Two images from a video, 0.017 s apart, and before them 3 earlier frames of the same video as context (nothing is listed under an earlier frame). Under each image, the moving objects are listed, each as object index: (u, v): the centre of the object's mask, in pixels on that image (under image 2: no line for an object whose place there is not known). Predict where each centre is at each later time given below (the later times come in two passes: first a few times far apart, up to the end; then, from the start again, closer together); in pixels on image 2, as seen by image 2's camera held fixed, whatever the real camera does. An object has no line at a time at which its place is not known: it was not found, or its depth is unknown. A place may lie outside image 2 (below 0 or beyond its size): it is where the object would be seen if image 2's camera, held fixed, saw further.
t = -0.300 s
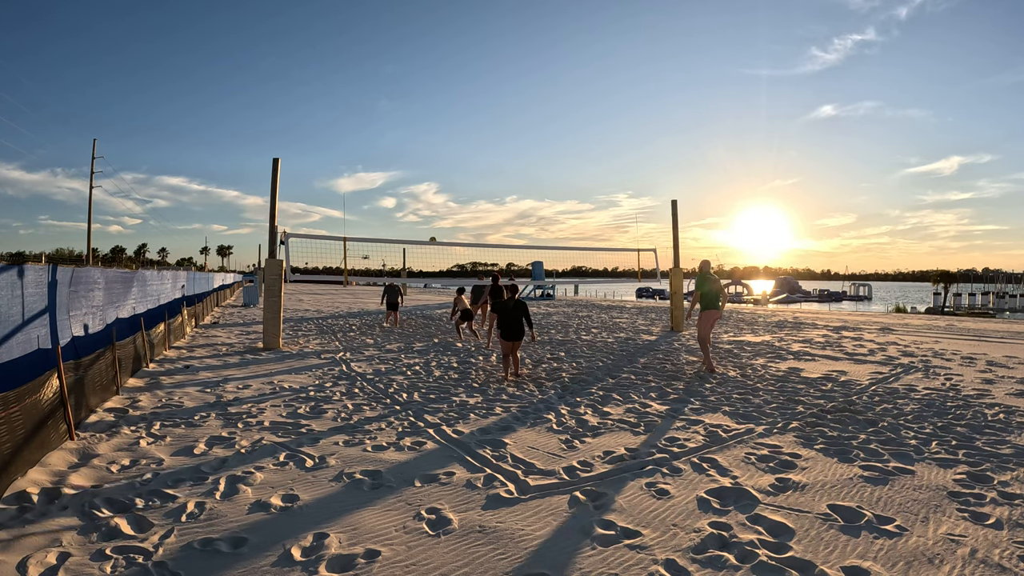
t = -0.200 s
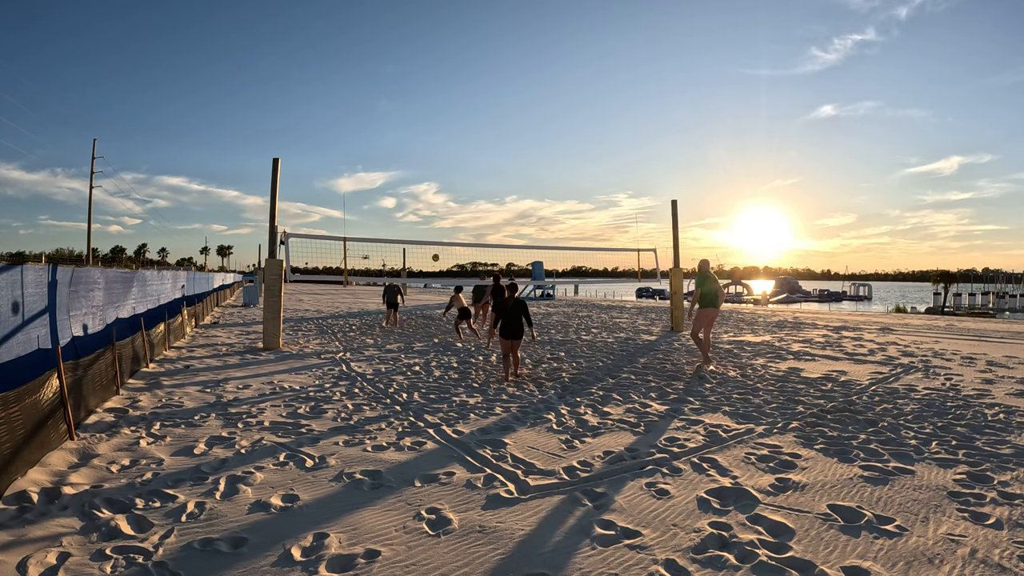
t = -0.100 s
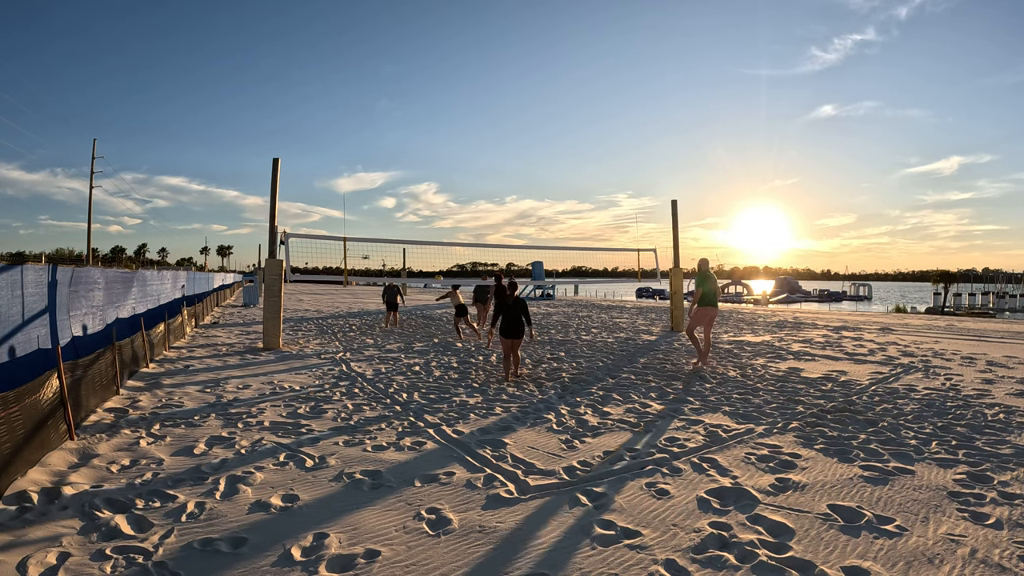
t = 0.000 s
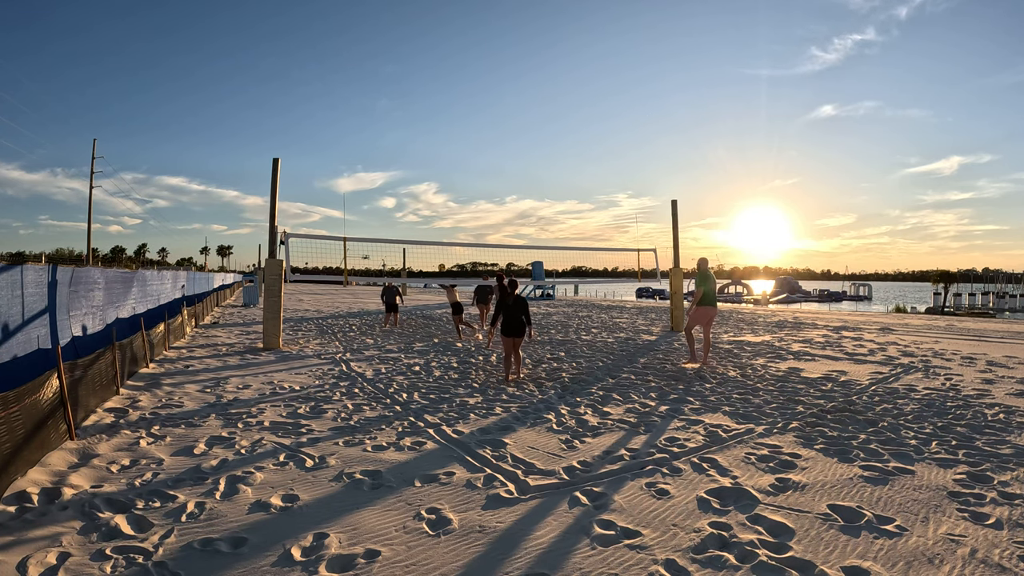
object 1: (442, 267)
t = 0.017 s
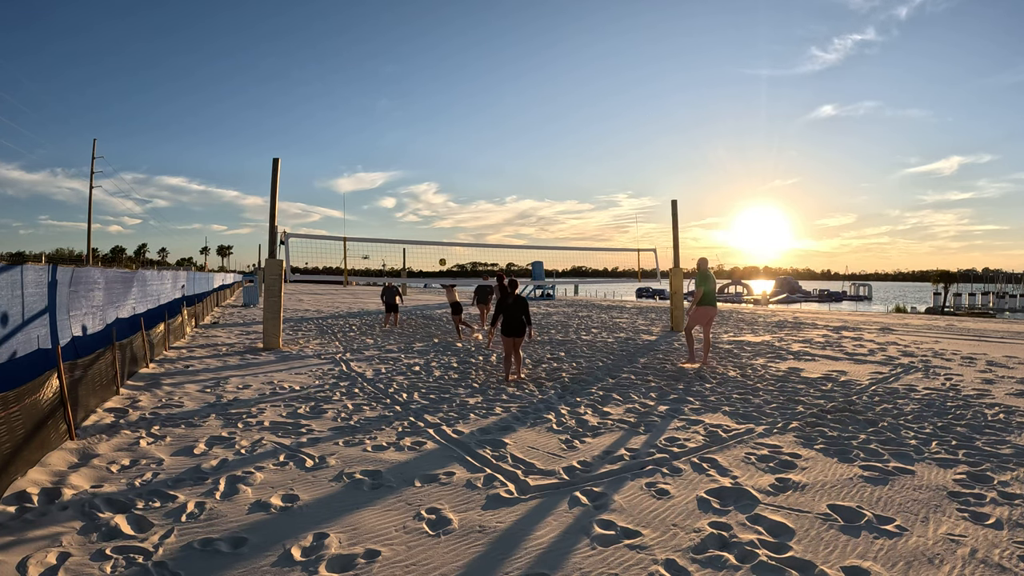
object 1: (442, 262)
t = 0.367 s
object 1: (457, 177)
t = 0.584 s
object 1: (464, 150)
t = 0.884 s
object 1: (470, 142)
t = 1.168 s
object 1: (474, 164)
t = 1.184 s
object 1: (474, 167)
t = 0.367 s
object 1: (457, 177)
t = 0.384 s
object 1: (457, 174)
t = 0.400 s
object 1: (458, 172)
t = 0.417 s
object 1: (459, 169)
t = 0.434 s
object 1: (459, 167)
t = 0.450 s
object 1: (460, 164)
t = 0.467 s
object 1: (460, 162)
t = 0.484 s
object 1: (461, 160)
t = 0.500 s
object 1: (461, 158)
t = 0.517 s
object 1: (462, 156)
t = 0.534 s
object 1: (462, 154)
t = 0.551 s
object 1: (463, 153)
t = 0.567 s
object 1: (463, 151)
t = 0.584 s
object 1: (464, 150)
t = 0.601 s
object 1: (464, 148)
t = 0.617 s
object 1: (465, 147)
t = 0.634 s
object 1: (465, 146)
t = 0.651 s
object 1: (466, 145)
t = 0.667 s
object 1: (466, 144)
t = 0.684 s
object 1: (466, 144)
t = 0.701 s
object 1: (467, 143)
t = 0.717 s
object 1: (467, 142)
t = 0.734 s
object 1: (468, 142)
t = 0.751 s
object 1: (468, 141)
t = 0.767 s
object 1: (468, 141)
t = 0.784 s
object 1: (469, 141)
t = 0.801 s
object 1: (469, 141)
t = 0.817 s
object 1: (469, 141)
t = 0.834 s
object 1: (470, 141)
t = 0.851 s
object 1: (470, 141)
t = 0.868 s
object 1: (470, 141)
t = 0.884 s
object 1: (470, 142)
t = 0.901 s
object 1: (471, 142)
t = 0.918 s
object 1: (471, 143)
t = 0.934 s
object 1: (471, 144)
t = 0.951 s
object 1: (472, 145)
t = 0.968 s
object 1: (472, 145)
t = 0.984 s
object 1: (472, 146)
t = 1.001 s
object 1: (472, 148)
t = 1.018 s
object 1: (472, 149)
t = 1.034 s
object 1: (472, 150)
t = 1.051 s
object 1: (473, 152)
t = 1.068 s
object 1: (473, 153)
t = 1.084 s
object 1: (473, 155)
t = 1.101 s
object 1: (473, 157)
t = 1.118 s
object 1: (473, 158)
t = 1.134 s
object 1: (474, 160)
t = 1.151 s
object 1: (474, 163)
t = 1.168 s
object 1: (474, 164)
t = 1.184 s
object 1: (474, 167)
